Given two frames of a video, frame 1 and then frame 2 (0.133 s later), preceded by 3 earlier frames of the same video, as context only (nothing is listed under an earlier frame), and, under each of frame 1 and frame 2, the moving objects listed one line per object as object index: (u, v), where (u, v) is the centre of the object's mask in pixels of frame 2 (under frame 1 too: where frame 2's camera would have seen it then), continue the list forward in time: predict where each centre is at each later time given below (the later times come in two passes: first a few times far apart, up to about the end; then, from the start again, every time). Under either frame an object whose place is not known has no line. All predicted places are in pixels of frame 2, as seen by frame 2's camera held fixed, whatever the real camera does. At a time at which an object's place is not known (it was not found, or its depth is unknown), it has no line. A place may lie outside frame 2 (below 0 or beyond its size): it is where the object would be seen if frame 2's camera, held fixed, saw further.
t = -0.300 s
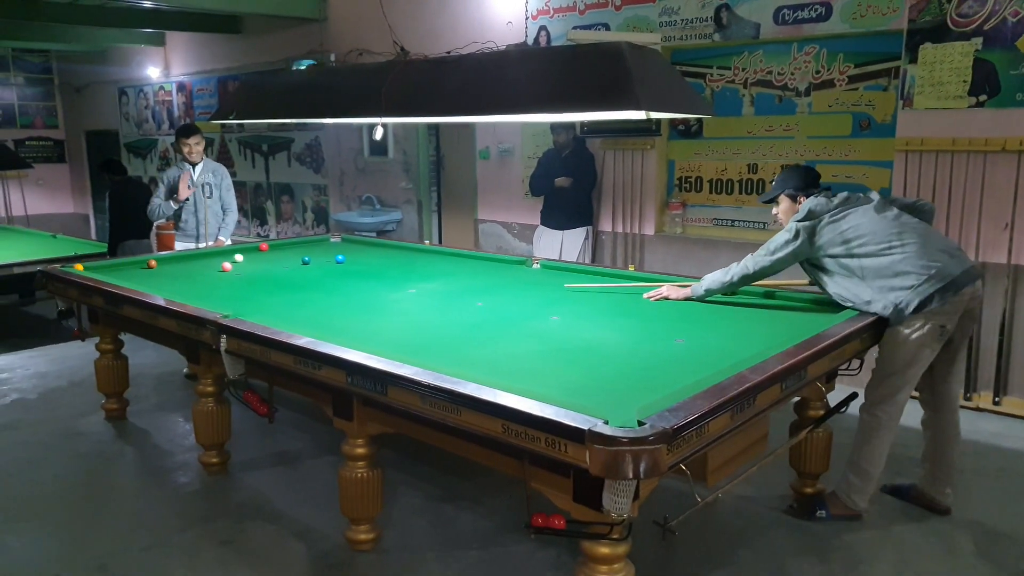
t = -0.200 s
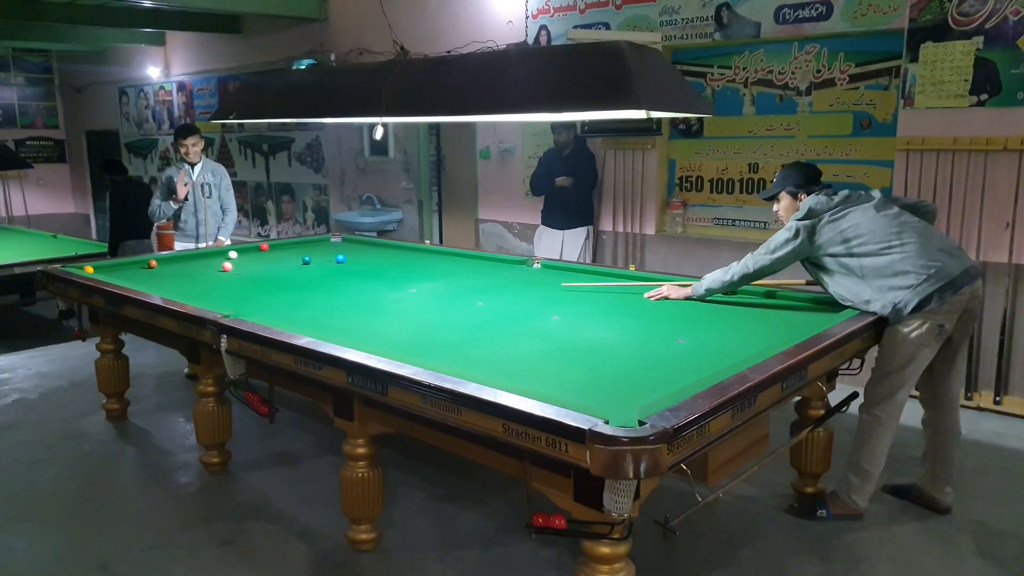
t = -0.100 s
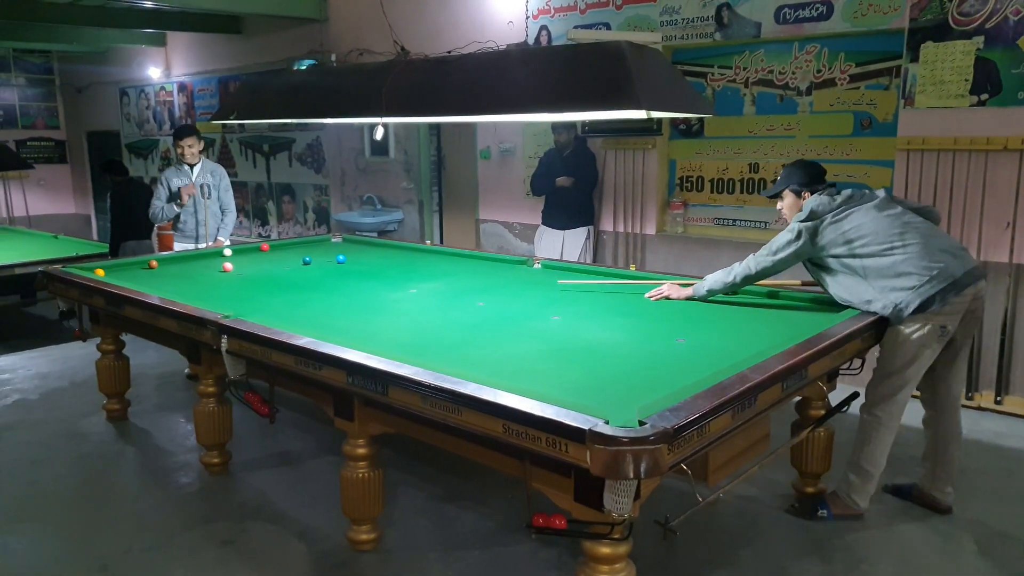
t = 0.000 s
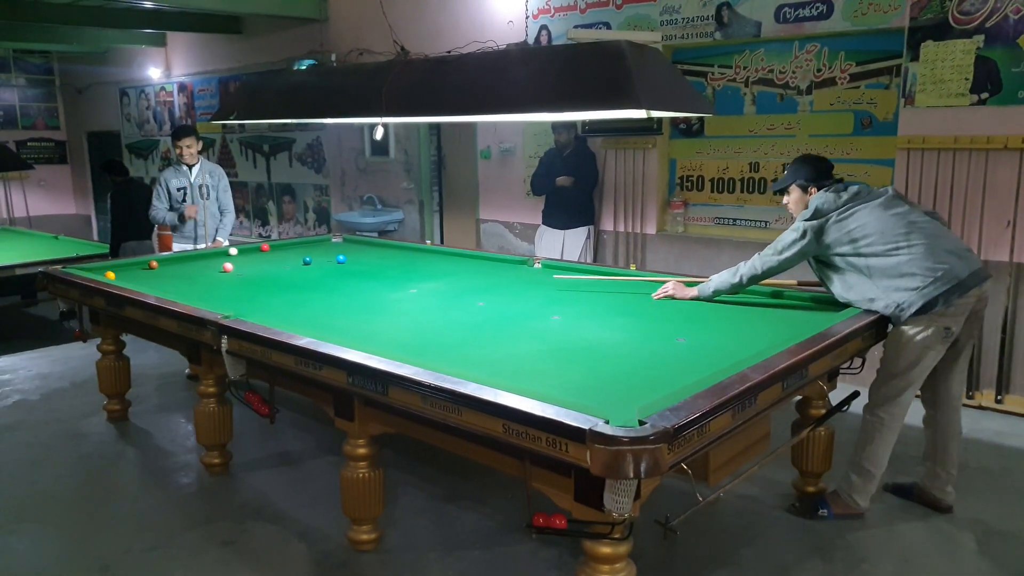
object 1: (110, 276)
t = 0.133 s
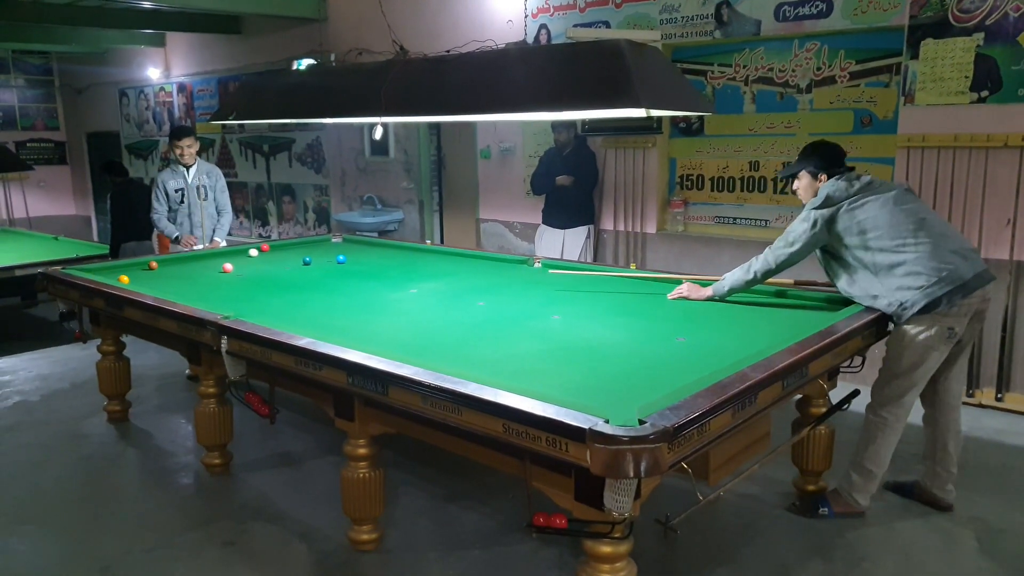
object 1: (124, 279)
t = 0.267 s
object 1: (138, 283)
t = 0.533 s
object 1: (169, 290)
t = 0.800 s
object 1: (201, 297)
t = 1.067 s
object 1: (236, 306)
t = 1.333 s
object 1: (274, 314)
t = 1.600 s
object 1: (314, 322)
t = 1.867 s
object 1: (356, 331)
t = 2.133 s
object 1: (401, 341)
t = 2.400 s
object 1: (448, 351)
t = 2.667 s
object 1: (498, 362)
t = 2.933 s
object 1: (551, 374)
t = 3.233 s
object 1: (614, 388)
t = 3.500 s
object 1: (638, 393)
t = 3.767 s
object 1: (598, 382)
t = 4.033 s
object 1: (565, 373)
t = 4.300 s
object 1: (537, 365)
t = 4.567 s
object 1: (512, 359)
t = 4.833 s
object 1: (491, 353)
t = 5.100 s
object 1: (473, 348)
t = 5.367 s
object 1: (458, 344)
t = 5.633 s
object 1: (446, 340)
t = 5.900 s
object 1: (436, 338)
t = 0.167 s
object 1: (127, 280)
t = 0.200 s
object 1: (131, 281)
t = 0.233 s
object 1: (134, 282)
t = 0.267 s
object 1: (138, 283)
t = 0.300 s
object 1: (142, 284)
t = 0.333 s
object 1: (146, 284)
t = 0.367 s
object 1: (149, 285)
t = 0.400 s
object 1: (153, 286)
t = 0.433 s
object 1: (157, 287)
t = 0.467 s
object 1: (161, 288)
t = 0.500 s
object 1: (164, 289)
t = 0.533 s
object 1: (169, 290)
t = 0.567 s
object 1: (173, 291)
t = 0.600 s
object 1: (176, 292)
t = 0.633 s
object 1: (180, 293)
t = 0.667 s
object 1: (184, 293)
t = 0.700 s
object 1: (188, 295)
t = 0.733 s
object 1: (193, 295)
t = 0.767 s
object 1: (197, 296)
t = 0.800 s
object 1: (201, 297)
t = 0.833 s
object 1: (205, 298)
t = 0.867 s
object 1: (210, 299)
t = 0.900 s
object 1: (214, 300)
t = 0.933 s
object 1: (218, 301)
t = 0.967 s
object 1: (223, 302)
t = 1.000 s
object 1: (227, 303)
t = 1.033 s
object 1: (231, 305)
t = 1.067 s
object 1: (236, 306)
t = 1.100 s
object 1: (241, 306)
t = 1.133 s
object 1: (245, 307)
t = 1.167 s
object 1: (250, 308)
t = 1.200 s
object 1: (255, 309)
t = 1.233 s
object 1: (259, 310)
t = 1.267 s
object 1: (264, 311)
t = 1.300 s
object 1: (269, 312)
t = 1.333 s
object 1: (274, 314)
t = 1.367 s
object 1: (278, 315)
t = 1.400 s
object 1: (283, 316)
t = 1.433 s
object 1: (288, 317)
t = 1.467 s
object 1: (293, 318)
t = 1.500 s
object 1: (298, 319)
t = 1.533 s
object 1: (303, 320)
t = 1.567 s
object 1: (308, 321)
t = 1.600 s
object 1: (314, 322)
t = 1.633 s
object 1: (319, 324)
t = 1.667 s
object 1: (324, 325)
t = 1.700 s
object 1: (329, 326)
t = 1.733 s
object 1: (334, 327)
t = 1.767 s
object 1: (340, 328)
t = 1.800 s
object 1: (346, 329)
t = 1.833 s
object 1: (351, 330)
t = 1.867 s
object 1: (356, 331)
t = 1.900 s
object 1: (362, 332)
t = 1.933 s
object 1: (367, 334)
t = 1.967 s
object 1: (373, 335)
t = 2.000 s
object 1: (378, 336)
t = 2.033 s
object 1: (384, 337)
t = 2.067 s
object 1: (389, 339)
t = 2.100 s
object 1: (395, 339)
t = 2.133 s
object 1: (401, 341)
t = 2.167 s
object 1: (407, 342)
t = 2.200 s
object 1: (413, 343)
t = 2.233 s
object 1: (418, 344)
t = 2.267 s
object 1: (424, 346)
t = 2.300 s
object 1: (430, 347)
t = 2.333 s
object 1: (436, 349)
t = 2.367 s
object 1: (442, 350)
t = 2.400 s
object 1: (448, 351)
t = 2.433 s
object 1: (454, 352)
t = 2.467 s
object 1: (460, 354)
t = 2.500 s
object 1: (466, 355)
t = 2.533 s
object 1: (472, 356)
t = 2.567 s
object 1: (479, 358)
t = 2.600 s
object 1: (485, 359)
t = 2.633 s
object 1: (492, 361)
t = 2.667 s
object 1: (498, 362)
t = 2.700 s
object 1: (504, 363)
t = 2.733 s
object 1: (511, 365)
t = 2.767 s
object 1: (517, 366)
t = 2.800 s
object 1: (524, 368)
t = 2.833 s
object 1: (531, 369)
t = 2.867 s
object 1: (537, 370)
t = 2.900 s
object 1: (544, 372)
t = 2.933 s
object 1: (551, 374)
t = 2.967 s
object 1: (558, 375)
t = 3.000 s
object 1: (565, 377)
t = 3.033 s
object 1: (571, 379)
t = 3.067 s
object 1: (578, 380)
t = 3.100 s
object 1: (586, 382)
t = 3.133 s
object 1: (593, 383)
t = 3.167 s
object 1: (600, 385)
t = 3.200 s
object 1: (607, 387)
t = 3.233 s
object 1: (614, 388)
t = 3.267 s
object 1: (622, 390)
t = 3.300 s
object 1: (633, 392)
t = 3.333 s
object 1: (637, 394)
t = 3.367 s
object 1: (644, 394)
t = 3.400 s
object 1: (651, 394)
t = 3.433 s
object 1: (648, 394)
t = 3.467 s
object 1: (643, 394)
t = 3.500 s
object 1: (638, 393)
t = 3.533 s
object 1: (632, 391)
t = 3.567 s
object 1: (627, 390)
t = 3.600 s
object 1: (622, 389)
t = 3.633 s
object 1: (617, 387)
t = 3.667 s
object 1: (612, 386)
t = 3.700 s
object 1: (608, 385)
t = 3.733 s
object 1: (603, 383)
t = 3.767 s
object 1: (598, 382)
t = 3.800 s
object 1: (594, 381)
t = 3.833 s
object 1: (589, 380)
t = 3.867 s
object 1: (585, 379)
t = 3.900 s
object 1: (581, 377)
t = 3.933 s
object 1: (577, 376)
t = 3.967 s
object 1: (573, 375)
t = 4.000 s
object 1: (569, 374)
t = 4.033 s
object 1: (565, 373)
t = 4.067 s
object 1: (561, 372)
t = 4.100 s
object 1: (557, 371)
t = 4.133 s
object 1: (554, 370)
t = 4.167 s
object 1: (550, 369)
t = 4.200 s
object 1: (547, 368)
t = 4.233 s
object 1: (543, 367)
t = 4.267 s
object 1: (540, 366)
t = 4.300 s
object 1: (537, 365)
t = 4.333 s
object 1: (533, 364)
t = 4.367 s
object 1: (530, 363)
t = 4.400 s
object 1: (527, 363)
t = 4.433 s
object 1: (524, 362)
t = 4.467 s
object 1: (521, 361)
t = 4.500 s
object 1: (518, 360)
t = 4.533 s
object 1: (515, 359)
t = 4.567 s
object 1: (512, 359)
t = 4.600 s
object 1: (509, 358)
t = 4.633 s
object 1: (506, 357)
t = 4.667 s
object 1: (504, 356)
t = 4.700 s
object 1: (501, 355)
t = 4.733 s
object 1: (498, 355)
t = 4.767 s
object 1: (496, 354)
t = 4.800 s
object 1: (493, 353)
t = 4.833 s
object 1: (491, 353)
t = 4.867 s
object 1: (489, 352)
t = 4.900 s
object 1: (486, 352)
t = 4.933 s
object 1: (484, 351)
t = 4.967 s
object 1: (482, 350)
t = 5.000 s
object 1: (480, 350)
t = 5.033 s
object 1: (477, 349)
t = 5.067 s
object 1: (475, 349)
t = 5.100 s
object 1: (473, 348)
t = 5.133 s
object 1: (471, 348)
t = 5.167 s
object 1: (469, 347)
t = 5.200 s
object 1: (467, 347)
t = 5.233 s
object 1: (465, 346)
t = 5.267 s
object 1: (464, 345)
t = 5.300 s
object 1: (462, 345)
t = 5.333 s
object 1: (460, 345)
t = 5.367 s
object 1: (458, 344)
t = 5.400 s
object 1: (456, 344)
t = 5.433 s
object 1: (455, 343)
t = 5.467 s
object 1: (453, 343)
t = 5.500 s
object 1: (452, 342)
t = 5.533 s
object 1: (450, 342)
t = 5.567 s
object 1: (449, 341)
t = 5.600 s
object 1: (447, 341)
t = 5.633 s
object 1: (446, 340)
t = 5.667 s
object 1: (444, 340)
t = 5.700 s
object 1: (443, 340)
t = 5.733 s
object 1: (442, 339)
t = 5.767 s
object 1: (440, 339)
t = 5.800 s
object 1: (439, 338)
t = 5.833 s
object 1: (438, 338)
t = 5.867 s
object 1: (437, 338)
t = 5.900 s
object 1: (436, 338)
